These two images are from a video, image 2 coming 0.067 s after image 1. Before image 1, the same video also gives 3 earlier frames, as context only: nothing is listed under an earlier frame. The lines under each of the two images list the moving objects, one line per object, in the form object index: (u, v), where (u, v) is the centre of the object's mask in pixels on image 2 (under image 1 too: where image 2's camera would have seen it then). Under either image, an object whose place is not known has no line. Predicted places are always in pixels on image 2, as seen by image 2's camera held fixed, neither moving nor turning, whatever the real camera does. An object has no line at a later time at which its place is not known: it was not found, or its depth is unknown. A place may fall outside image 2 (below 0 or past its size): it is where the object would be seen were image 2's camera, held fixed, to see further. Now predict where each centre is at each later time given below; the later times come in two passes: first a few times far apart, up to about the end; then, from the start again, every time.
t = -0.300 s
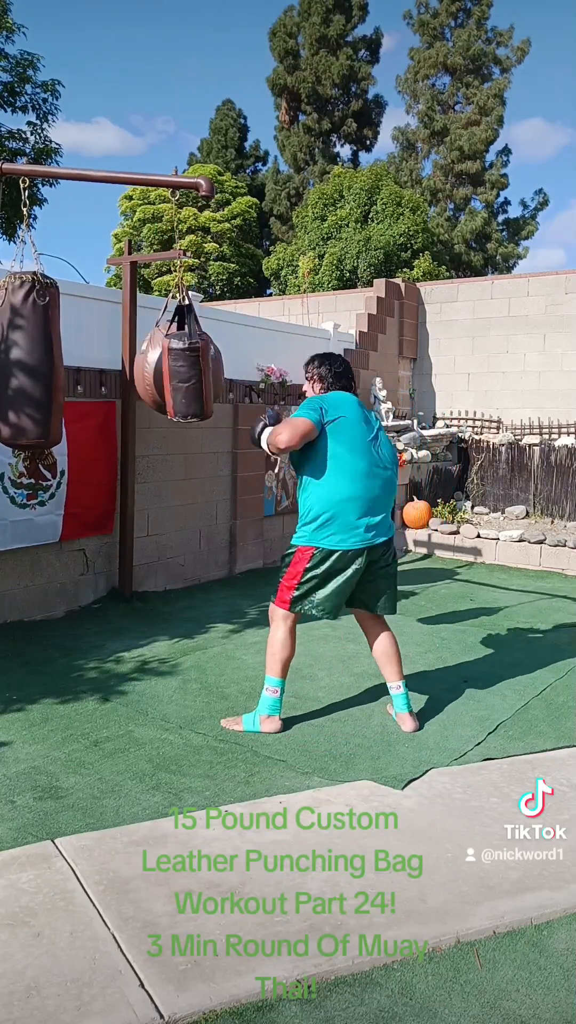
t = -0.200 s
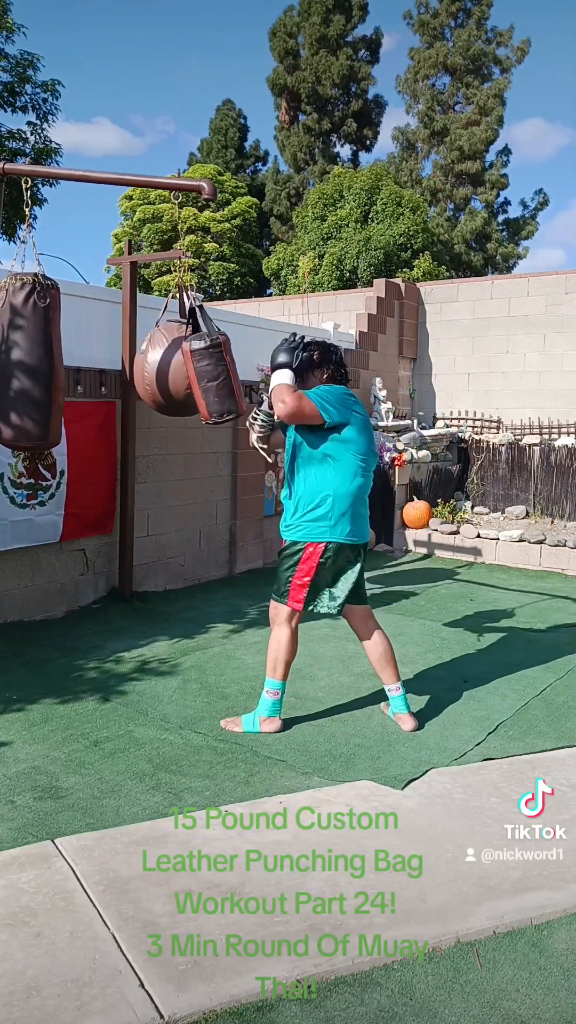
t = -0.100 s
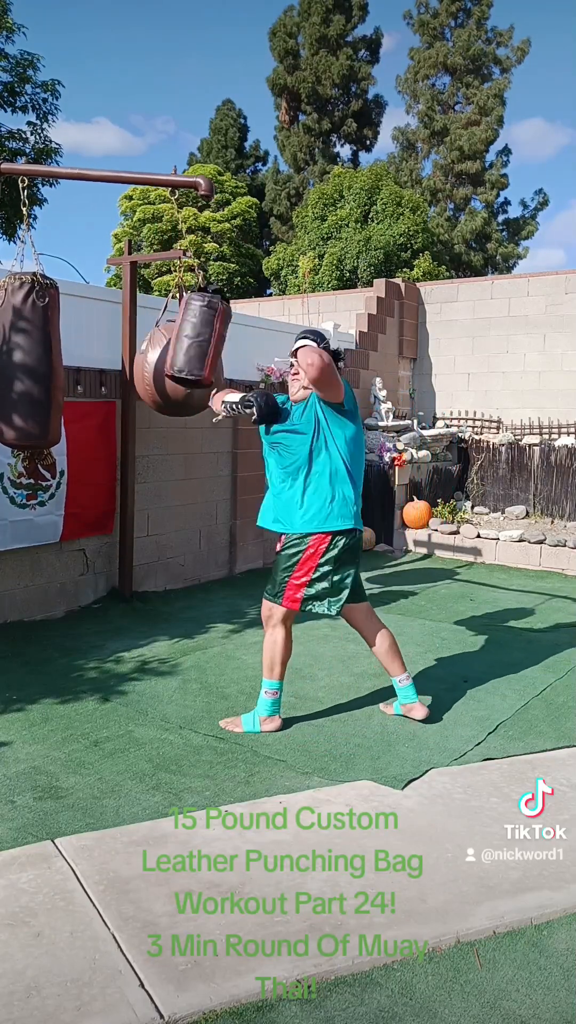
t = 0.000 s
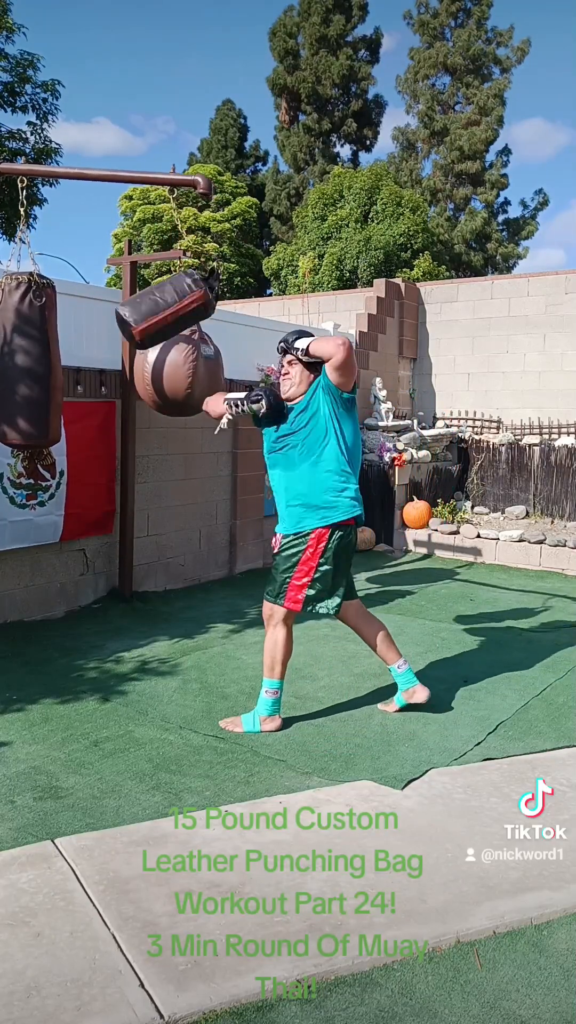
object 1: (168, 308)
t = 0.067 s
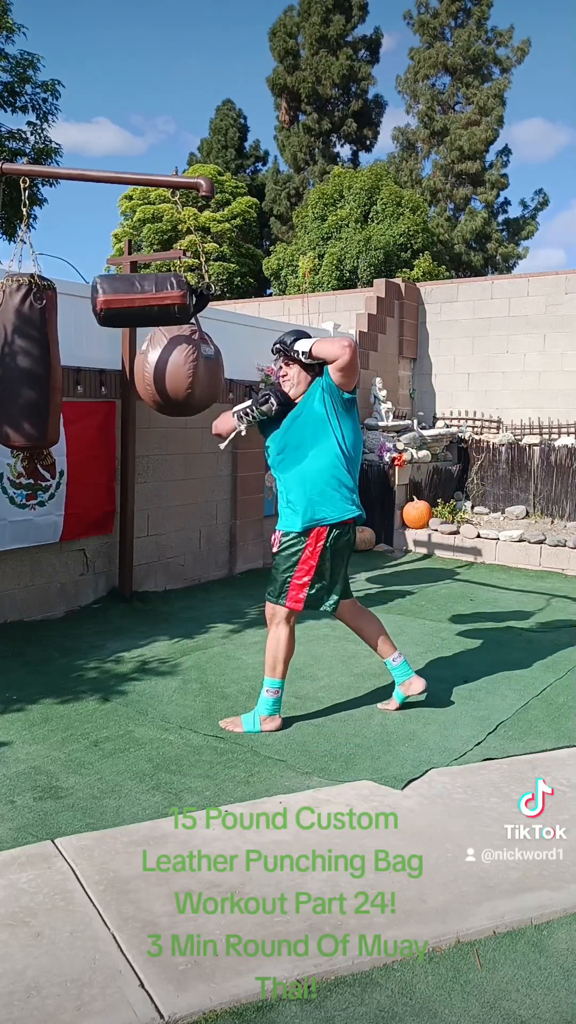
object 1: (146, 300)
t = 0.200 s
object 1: (95, 298)
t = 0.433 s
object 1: (56, 313)
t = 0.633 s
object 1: (100, 354)
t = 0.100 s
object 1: (132, 298)
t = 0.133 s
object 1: (120, 297)
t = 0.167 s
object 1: (108, 297)
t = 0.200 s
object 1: (95, 298)
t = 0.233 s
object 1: (84, 300)
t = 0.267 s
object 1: (73, 303)
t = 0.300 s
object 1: (61, 308)
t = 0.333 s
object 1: (54, 310)
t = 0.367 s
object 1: (52, 309)
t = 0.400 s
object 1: (54, 310)
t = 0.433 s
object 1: (56, 313)
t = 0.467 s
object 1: (59, 320)
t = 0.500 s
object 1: (65, 325)
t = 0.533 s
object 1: (73, 331)
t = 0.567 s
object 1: (81, 340)
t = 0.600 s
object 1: (90, 349)
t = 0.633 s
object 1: (100, 354)
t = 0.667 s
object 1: (112, 356)
